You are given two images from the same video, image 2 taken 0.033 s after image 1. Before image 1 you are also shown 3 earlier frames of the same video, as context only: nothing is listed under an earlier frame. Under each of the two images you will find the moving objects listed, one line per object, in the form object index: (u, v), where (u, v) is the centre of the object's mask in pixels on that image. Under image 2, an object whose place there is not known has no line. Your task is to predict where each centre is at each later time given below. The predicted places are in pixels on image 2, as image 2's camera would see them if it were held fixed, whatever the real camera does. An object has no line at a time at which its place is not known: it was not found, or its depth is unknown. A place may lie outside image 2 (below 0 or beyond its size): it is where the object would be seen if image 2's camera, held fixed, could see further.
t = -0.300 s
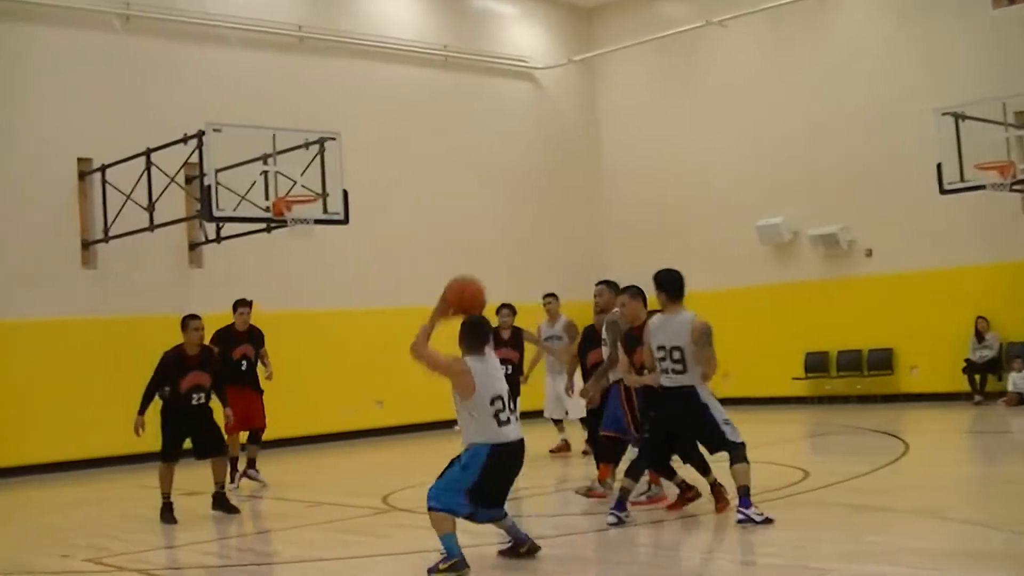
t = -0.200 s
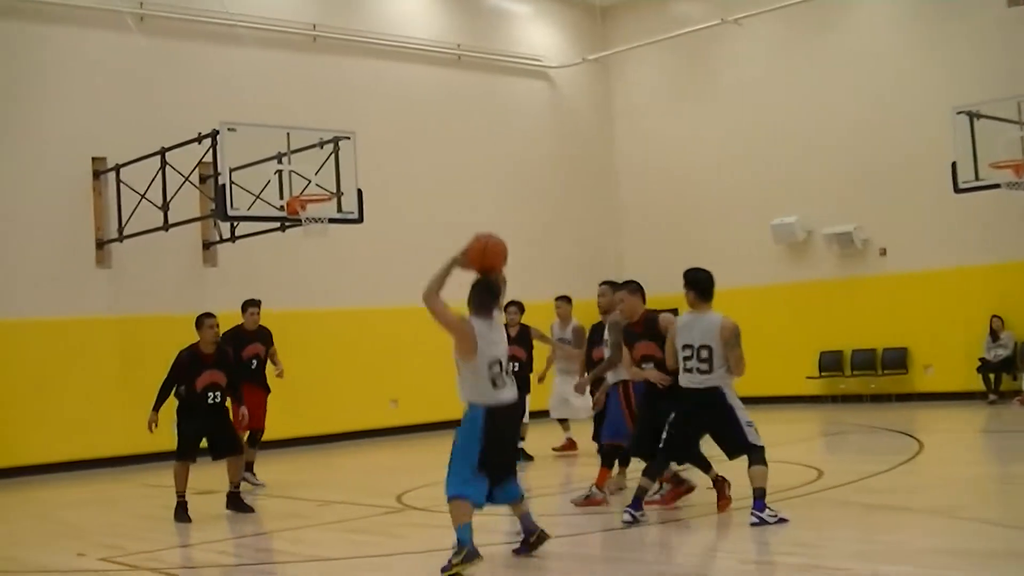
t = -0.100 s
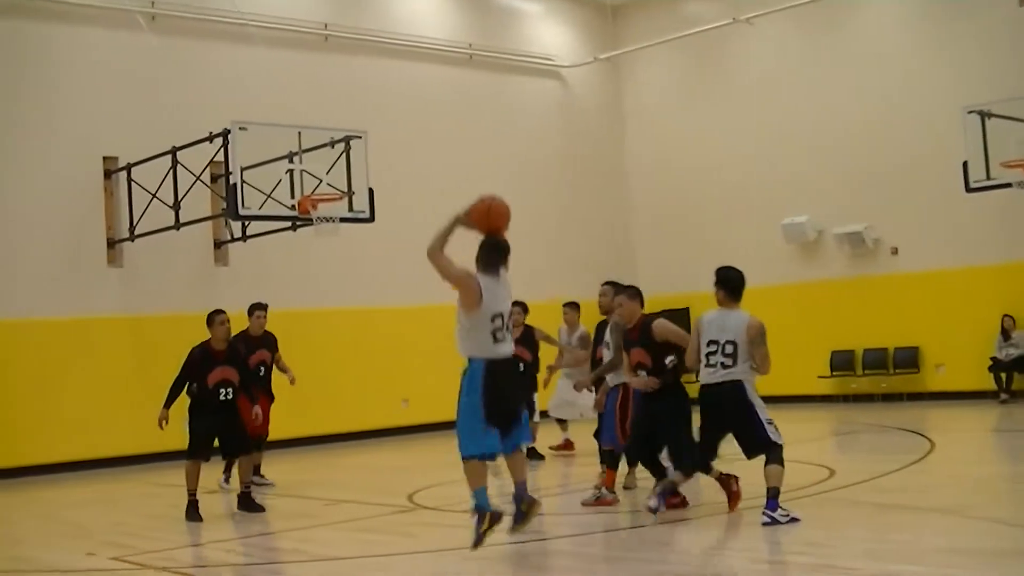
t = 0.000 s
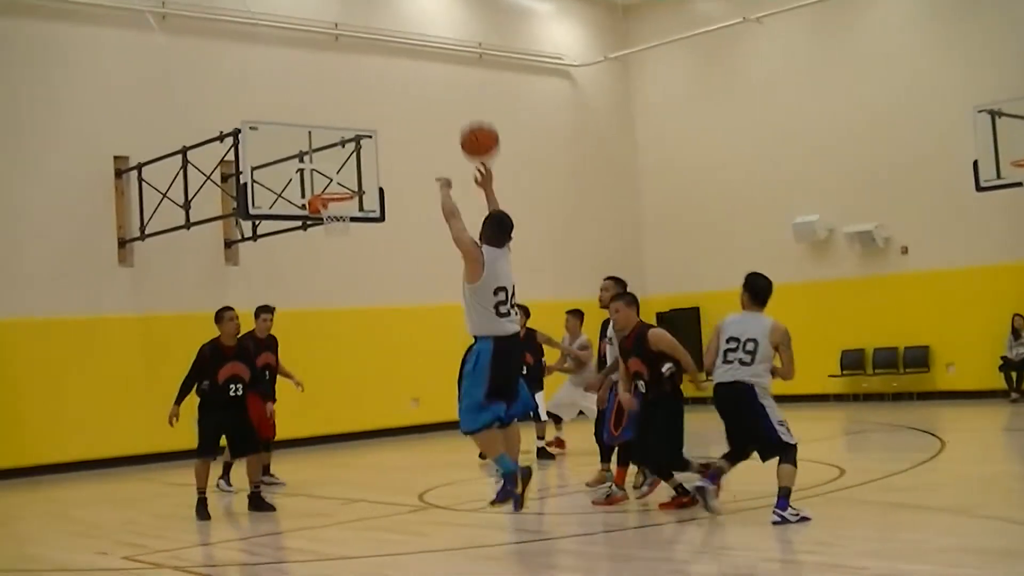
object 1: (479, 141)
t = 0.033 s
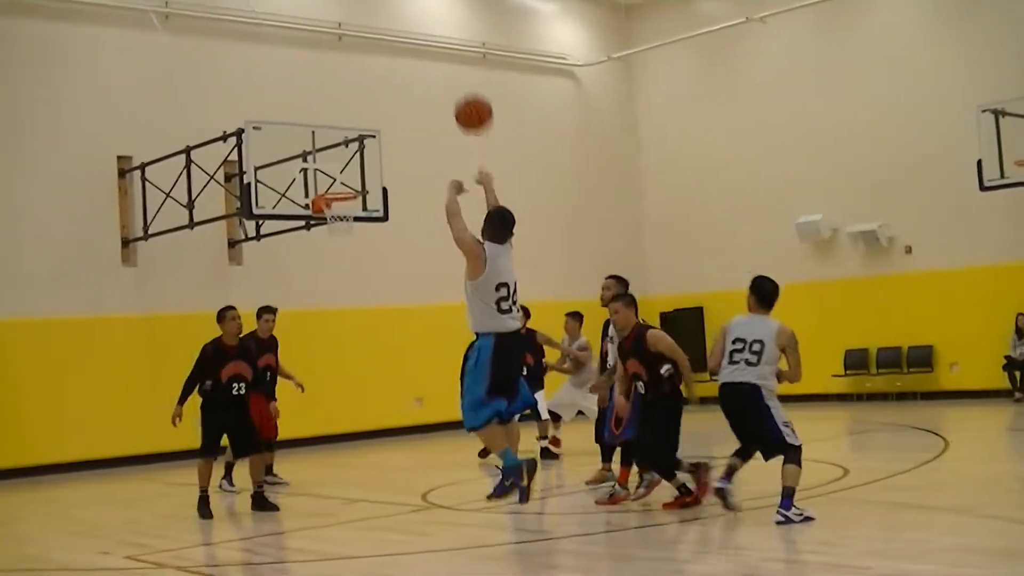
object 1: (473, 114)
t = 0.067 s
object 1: (463, 90)
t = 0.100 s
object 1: (454, 68)
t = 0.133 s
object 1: (444, 49)
